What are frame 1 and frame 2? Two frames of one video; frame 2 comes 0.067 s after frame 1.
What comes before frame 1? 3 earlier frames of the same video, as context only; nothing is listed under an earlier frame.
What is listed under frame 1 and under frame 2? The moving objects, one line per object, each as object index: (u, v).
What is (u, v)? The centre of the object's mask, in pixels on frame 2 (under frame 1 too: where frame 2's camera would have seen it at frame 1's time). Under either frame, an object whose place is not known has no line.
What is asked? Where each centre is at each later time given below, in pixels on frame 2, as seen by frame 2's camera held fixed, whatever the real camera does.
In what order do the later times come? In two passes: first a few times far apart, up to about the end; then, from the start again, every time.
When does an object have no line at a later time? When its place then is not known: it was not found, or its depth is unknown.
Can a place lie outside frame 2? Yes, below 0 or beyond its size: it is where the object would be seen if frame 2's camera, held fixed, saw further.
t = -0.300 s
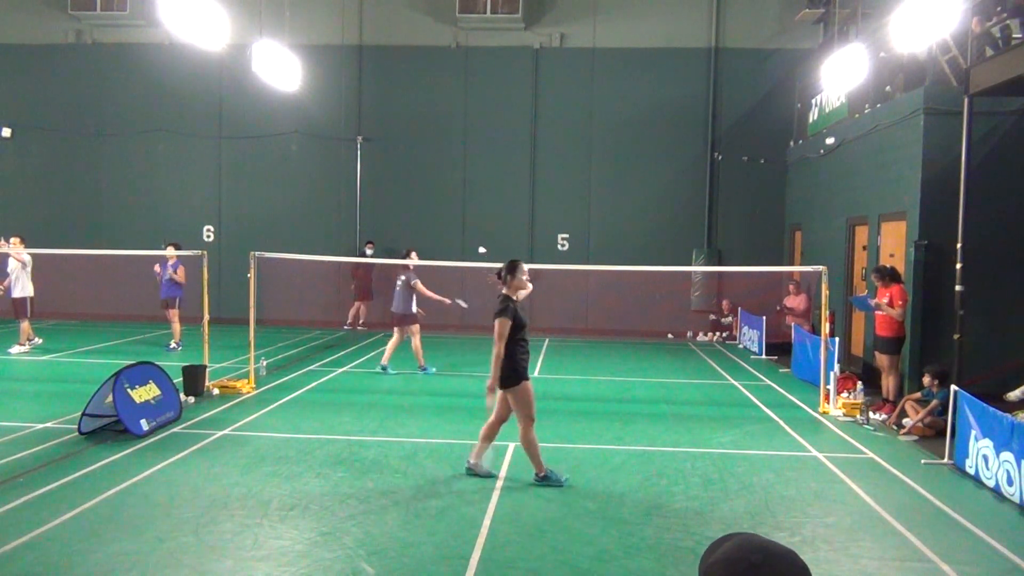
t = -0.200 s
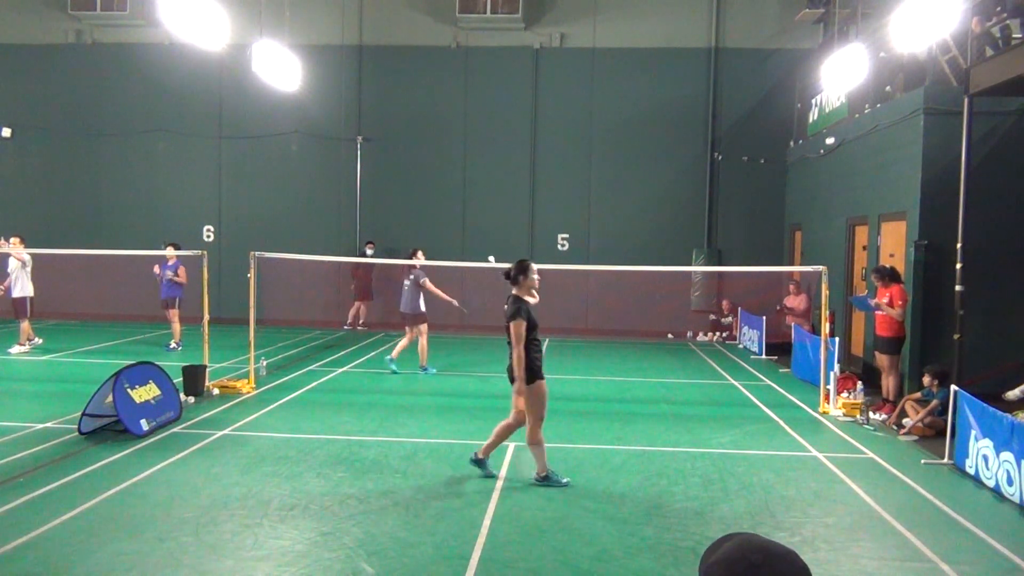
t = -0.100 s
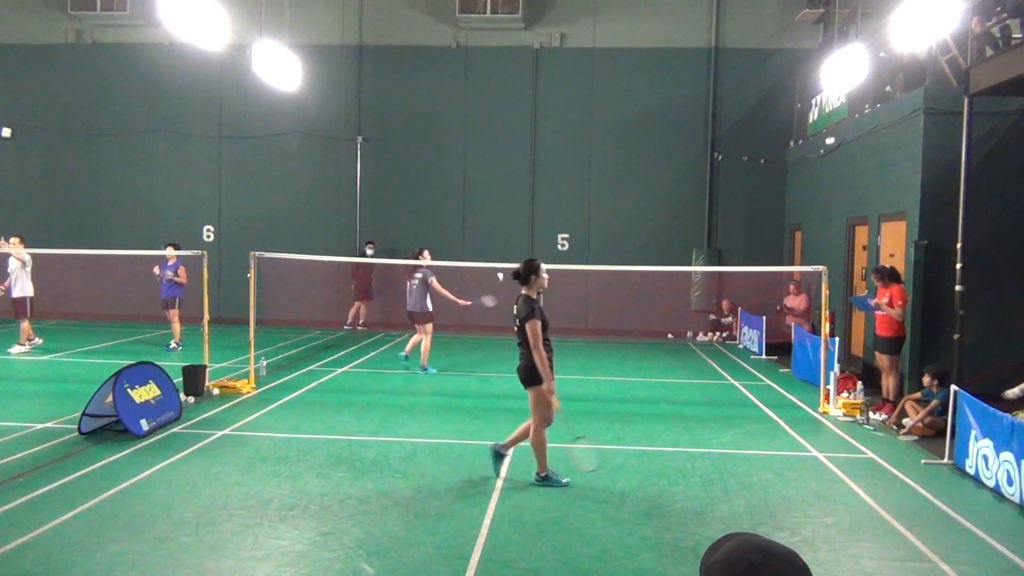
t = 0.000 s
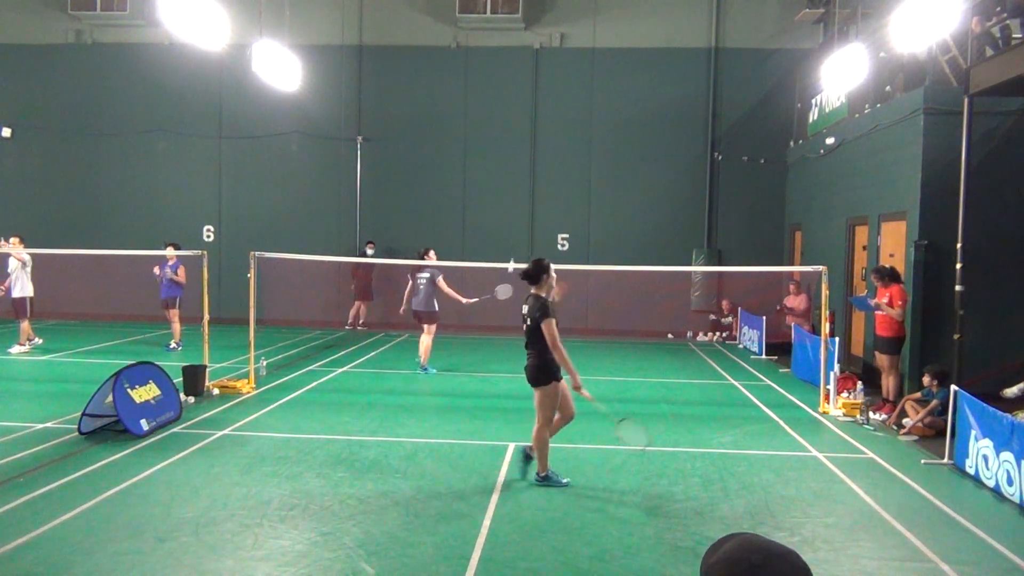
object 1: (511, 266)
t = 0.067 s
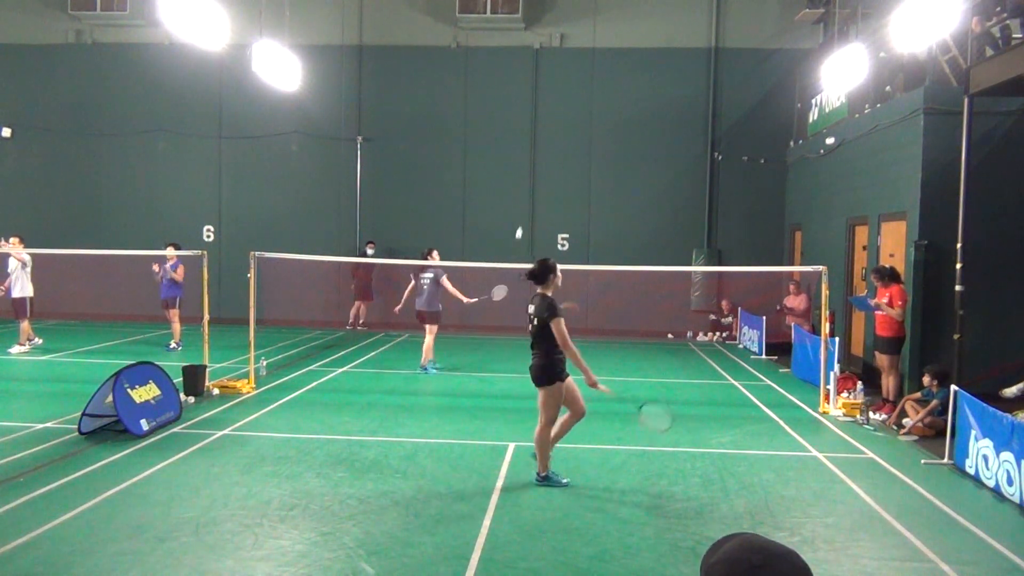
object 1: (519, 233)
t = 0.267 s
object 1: (541, 164)
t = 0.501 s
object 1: (565, 131)
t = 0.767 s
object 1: (587, 160)
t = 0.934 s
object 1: (599, 221)
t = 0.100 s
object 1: (523, 218)
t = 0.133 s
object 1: (526, 205)
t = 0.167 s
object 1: (530, 194)
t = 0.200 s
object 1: (534, 183)
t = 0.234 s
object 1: (537, 172)
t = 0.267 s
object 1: (541, 164)
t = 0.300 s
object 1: (545, 156)
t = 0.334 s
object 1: (548, 149)
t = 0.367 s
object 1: (551, 144)
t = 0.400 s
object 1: (555, 139)
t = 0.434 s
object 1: (558, 135)
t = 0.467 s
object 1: (562, 132)
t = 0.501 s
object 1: (565, 131)
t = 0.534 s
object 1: (568, 130)
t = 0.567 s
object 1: (571, 130)
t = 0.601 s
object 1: (574, 132)
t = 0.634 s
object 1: (577, 135)
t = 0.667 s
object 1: (580, 139)
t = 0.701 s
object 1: (582, 144)
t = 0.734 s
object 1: (585, 151)
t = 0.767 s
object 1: (587, 160)
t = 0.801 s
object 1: (590, 169)
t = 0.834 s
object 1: (592, 180)
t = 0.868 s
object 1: (594, 192)
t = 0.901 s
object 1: (597, 206)
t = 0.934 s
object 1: (599, 221)
